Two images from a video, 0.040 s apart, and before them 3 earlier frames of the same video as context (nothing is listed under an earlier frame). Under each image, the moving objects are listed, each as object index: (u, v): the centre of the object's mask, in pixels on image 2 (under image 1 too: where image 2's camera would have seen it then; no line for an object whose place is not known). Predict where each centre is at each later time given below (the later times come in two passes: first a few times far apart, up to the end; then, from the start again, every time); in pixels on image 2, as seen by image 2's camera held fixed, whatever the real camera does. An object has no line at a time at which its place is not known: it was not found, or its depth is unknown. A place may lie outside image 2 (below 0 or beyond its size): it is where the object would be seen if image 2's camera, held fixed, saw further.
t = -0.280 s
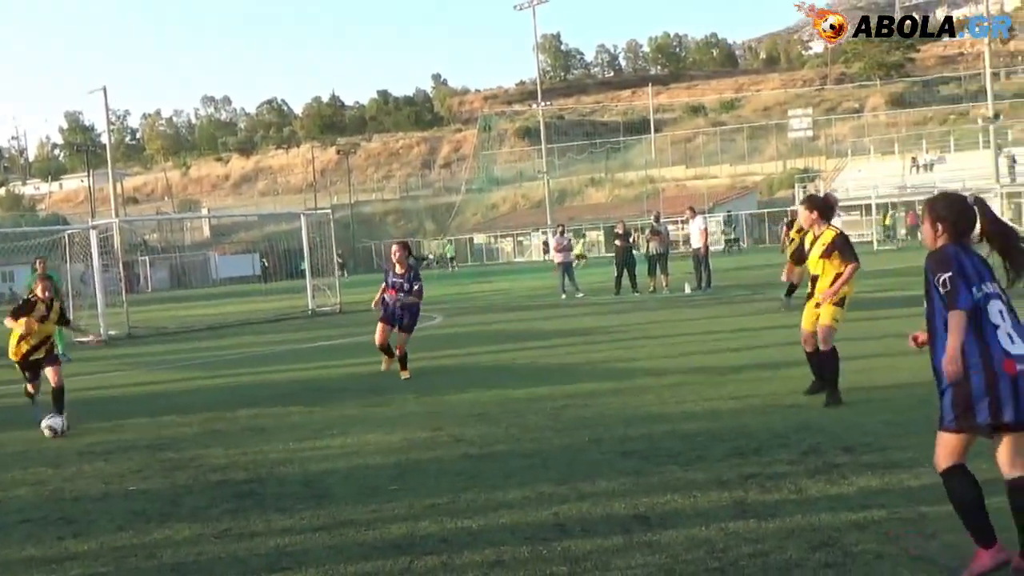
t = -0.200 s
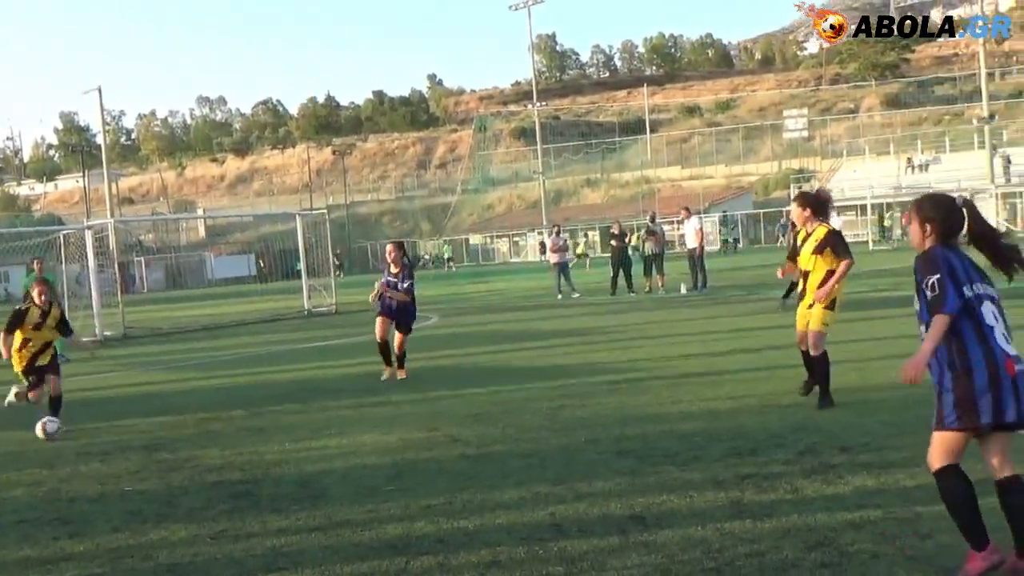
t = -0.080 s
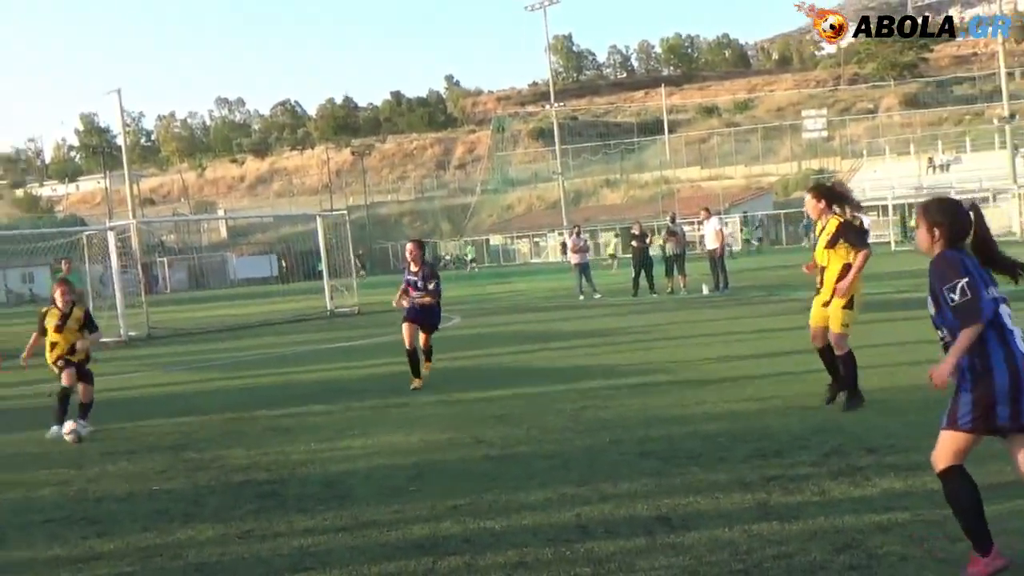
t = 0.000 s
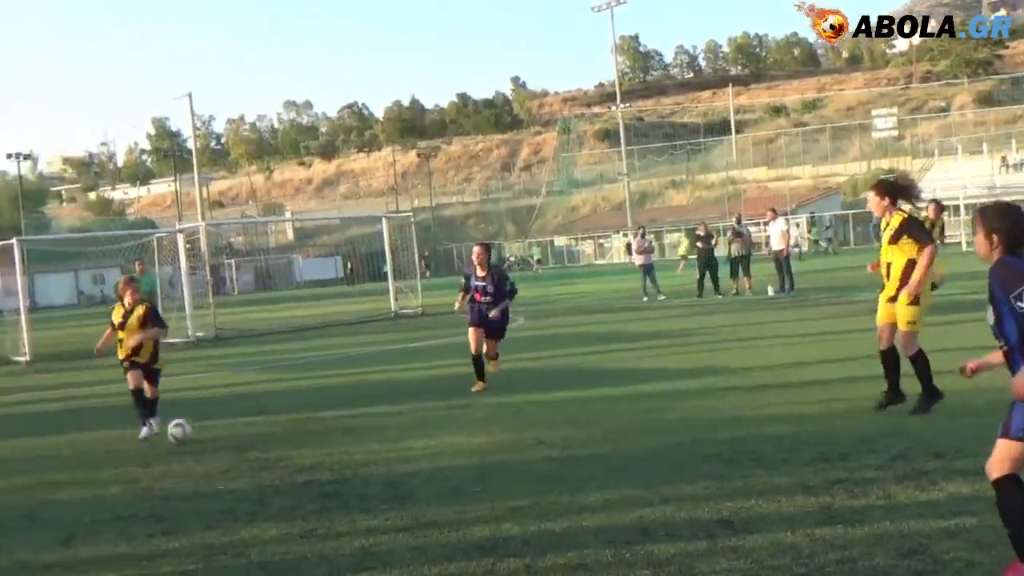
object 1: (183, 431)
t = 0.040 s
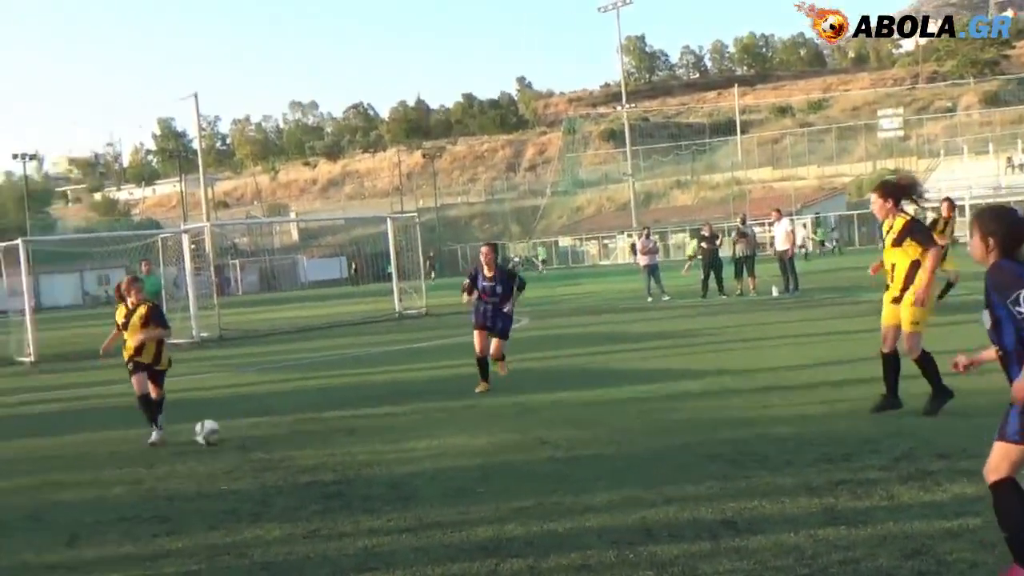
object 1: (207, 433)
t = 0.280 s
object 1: (338, 436)
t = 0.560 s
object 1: (472, 440)
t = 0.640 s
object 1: (512, 442)
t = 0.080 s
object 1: (230, 432)
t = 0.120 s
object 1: (252, 433)
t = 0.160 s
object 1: (274, 433)
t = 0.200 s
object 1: (296, 434)
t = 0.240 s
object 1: (316, 434)
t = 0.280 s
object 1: (338, 436)
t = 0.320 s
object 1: (358, 437)
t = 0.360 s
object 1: (377, 437)
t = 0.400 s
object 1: (397, 437)
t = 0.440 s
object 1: (415, 439)
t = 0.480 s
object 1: (434, 438)
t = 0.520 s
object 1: (453, 439)
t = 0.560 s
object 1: (472, 440)
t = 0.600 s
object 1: (492, 442)
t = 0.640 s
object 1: (512, 442)
